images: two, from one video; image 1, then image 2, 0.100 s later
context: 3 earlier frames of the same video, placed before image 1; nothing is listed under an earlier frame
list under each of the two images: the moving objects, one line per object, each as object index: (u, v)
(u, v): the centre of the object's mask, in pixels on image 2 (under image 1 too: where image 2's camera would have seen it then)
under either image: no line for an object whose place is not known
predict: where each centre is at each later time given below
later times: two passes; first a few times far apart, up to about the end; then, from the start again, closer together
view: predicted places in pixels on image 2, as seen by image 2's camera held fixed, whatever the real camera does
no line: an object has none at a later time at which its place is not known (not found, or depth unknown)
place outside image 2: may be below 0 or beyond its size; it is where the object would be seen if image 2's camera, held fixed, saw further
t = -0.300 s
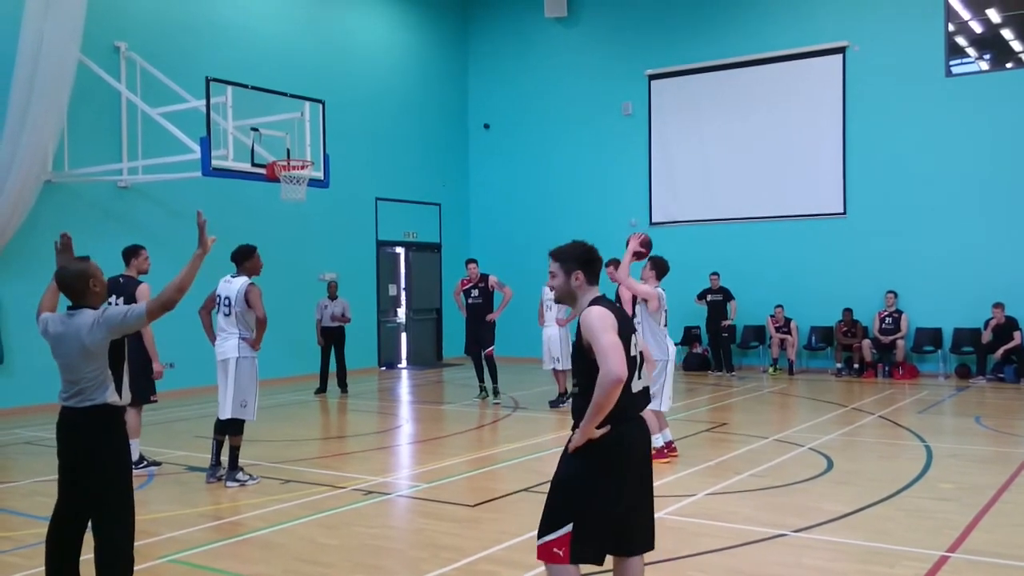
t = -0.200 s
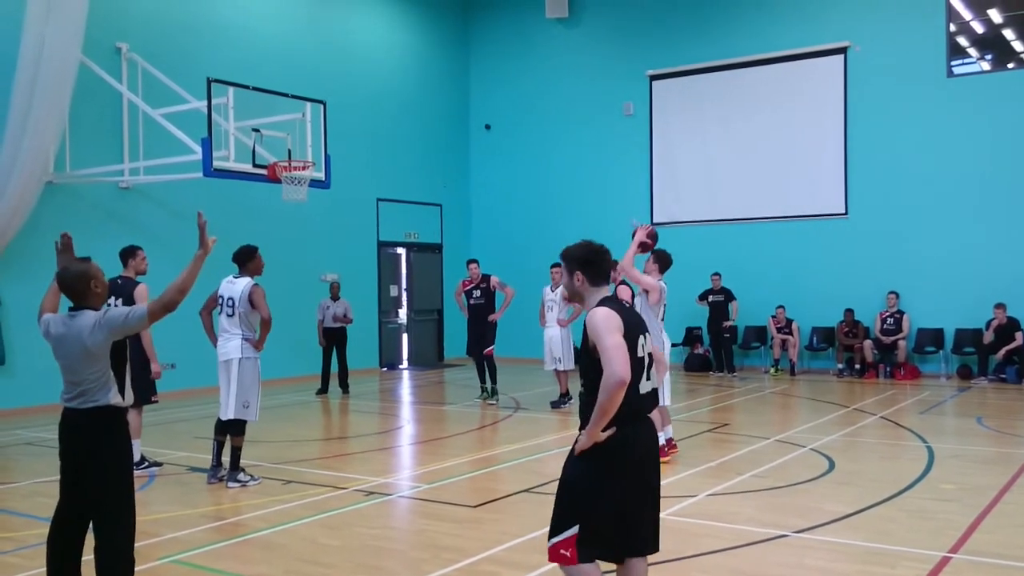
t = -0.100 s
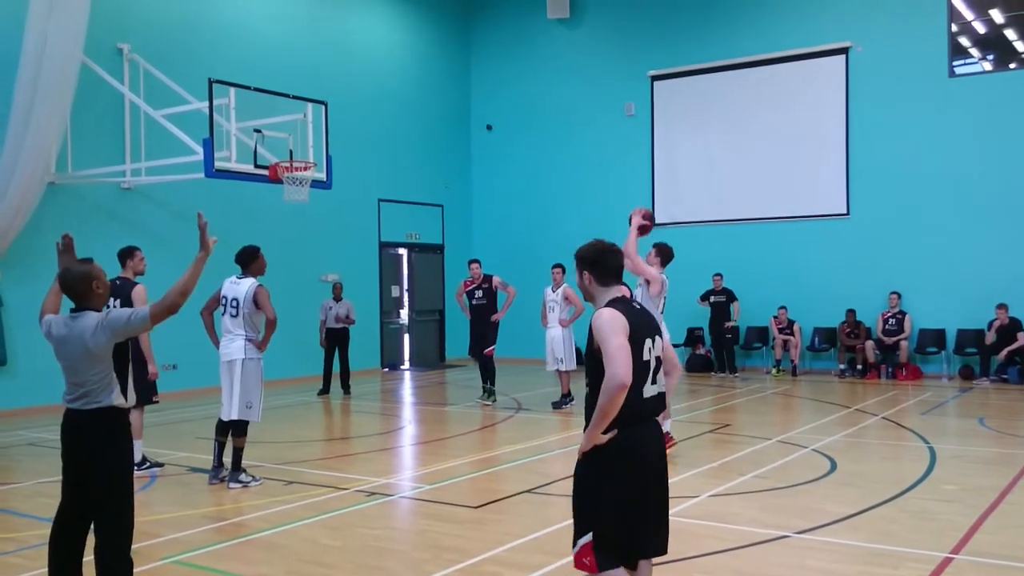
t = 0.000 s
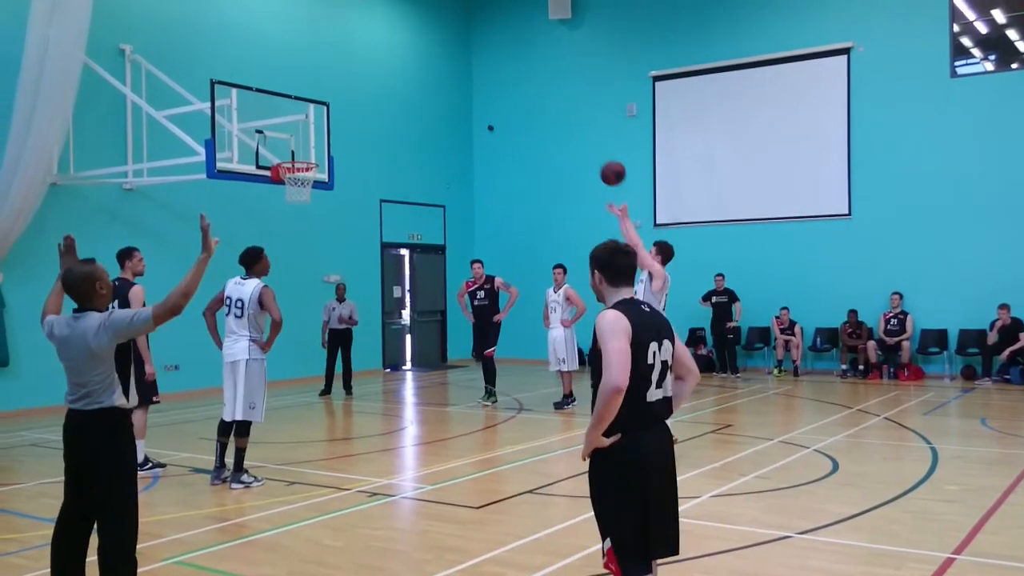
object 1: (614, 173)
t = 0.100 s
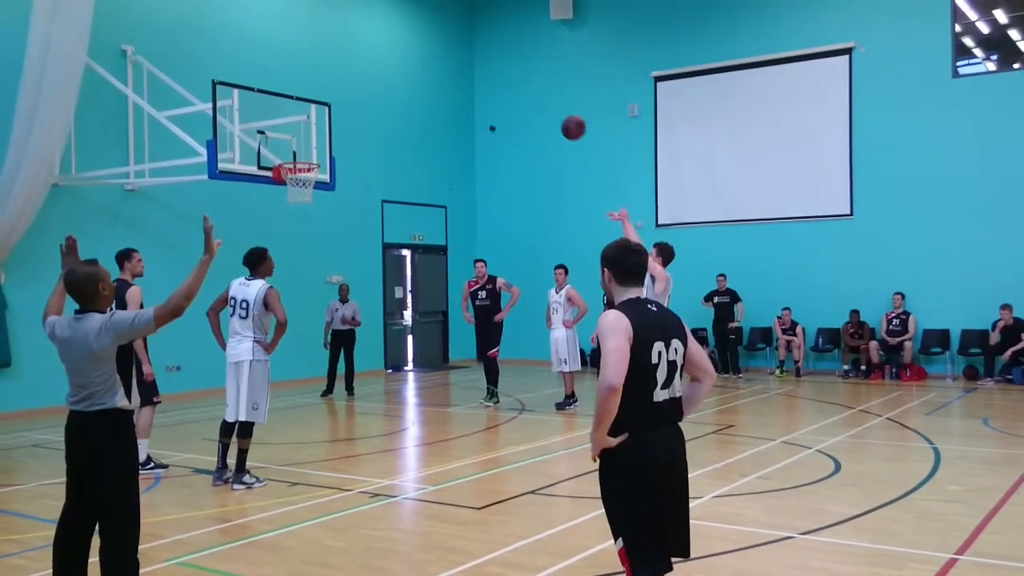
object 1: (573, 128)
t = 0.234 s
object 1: (522, 85)
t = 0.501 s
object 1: (430, 56)
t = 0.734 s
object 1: (360, 85)
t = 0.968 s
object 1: (300, 155)
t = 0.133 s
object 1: (560, 115)
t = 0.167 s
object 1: (547, 104)
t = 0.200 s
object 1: (534, 94)
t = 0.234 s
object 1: (522, 85)
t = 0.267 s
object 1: (510, 77)
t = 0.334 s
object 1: (486, 66)
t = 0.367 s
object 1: (474, 62)
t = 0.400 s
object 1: (463, 59)
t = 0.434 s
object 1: (452, 57)
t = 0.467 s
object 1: (441, 56)
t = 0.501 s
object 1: (430, 56)
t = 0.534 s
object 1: (420, 57)
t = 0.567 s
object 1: (409, 59)
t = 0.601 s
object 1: (399, 63)
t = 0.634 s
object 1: (389, 67)
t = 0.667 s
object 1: (379, 72)
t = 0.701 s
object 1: (370, 78)
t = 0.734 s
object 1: (360, 85)
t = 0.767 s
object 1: (351, 93)
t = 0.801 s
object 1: (342, 101)
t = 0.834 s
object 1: (334, 111)
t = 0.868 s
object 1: (325, 121)
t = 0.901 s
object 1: (316, 132)
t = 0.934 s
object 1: (308, 144)
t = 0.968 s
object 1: (300, 155)
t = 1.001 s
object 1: (294, 170)
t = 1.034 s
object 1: (290, 180)
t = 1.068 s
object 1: (295, 197)
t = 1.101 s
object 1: (297, 206)
